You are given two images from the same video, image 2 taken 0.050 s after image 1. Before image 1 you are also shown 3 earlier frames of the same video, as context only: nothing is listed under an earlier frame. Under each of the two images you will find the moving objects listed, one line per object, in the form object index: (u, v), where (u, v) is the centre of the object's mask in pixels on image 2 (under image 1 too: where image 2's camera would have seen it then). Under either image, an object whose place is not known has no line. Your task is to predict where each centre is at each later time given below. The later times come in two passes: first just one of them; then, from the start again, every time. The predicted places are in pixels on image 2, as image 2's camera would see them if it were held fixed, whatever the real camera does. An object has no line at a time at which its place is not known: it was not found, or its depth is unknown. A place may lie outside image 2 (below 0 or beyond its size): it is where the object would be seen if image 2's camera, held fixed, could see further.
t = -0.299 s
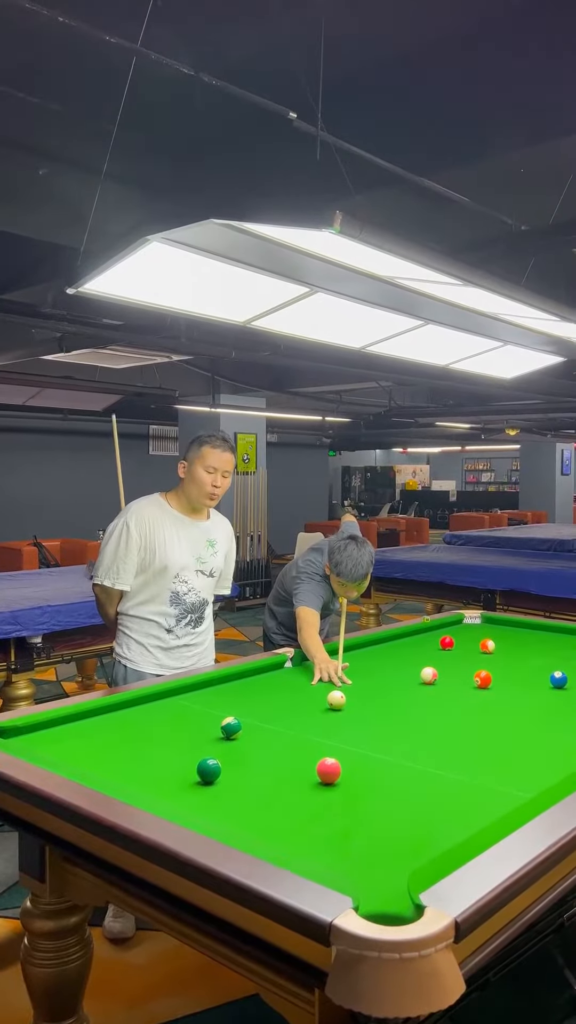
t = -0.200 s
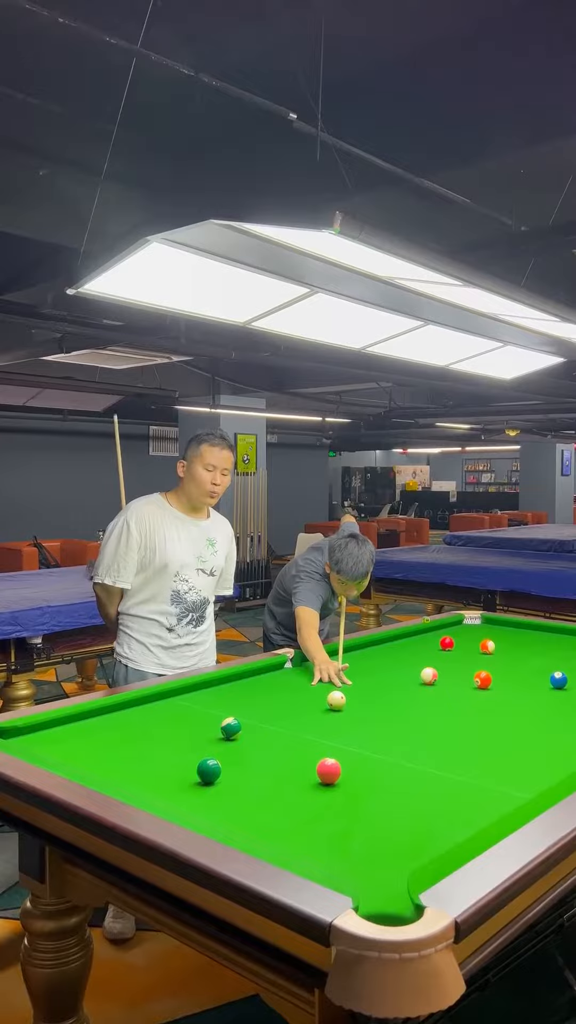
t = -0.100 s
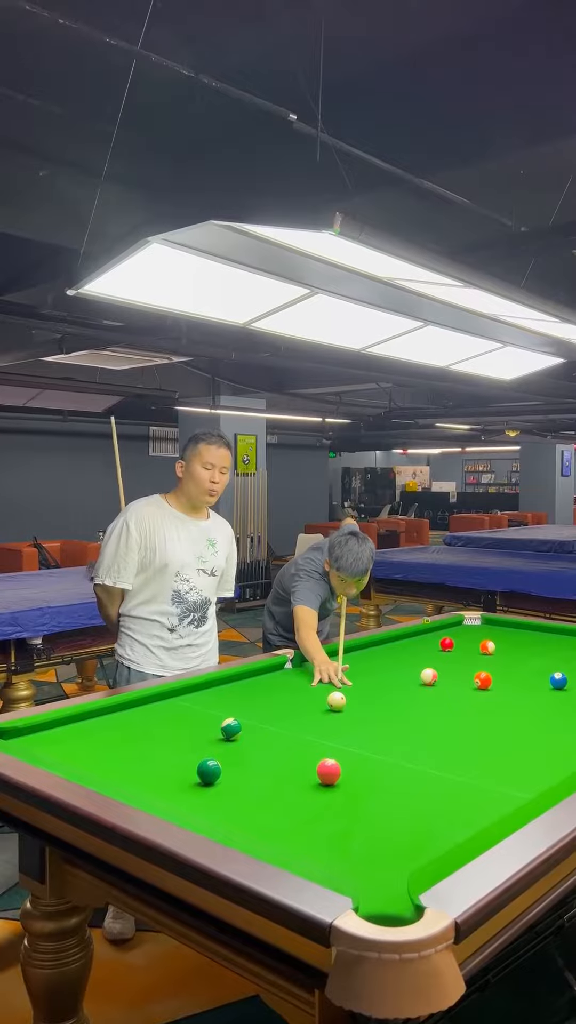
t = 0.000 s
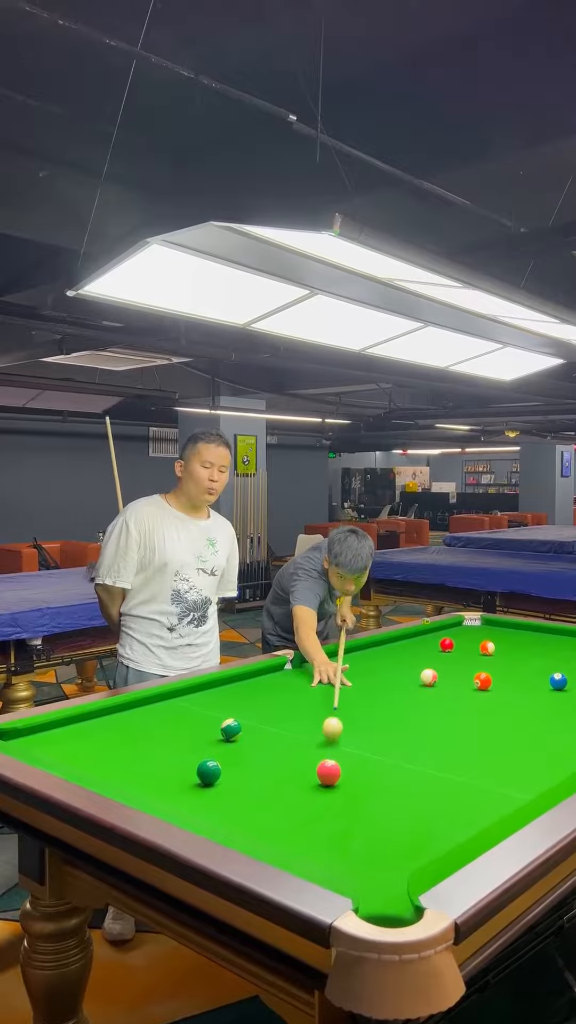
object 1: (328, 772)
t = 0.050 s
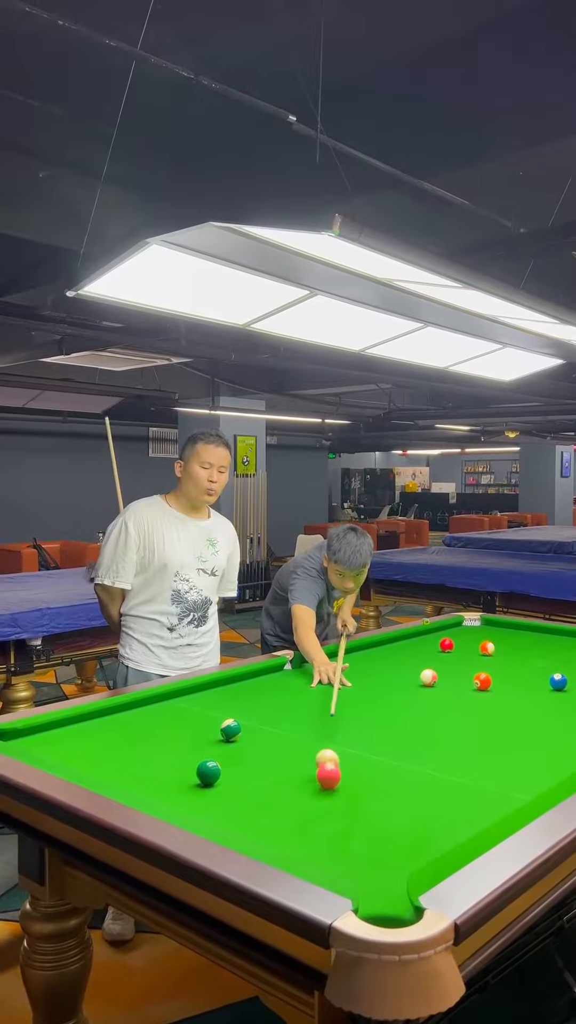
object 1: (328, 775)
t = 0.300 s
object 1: (443, 770)
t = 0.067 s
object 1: (328, 786)
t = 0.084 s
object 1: (329, 800)
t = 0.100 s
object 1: (329, 817)
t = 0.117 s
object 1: (330, 838)
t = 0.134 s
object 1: (330, 855)
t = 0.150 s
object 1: (346, 865)
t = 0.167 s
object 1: (373, 859)
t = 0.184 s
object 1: (403, 852)
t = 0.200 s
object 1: (427, 843)
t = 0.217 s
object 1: (430, 826)
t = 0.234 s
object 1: (433, 811)
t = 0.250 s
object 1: (436, 798)
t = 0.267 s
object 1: (439, 787)
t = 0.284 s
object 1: (441, 778)
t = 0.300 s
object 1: (443, 770)
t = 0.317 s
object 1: (445, 765)
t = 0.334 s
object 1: (448, 760)
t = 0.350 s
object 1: (450, 757)
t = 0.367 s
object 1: (452, 755)
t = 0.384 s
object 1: (453, 755)
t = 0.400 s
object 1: (455, 756)
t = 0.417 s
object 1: (457, 748)
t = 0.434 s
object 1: (459, 740)
